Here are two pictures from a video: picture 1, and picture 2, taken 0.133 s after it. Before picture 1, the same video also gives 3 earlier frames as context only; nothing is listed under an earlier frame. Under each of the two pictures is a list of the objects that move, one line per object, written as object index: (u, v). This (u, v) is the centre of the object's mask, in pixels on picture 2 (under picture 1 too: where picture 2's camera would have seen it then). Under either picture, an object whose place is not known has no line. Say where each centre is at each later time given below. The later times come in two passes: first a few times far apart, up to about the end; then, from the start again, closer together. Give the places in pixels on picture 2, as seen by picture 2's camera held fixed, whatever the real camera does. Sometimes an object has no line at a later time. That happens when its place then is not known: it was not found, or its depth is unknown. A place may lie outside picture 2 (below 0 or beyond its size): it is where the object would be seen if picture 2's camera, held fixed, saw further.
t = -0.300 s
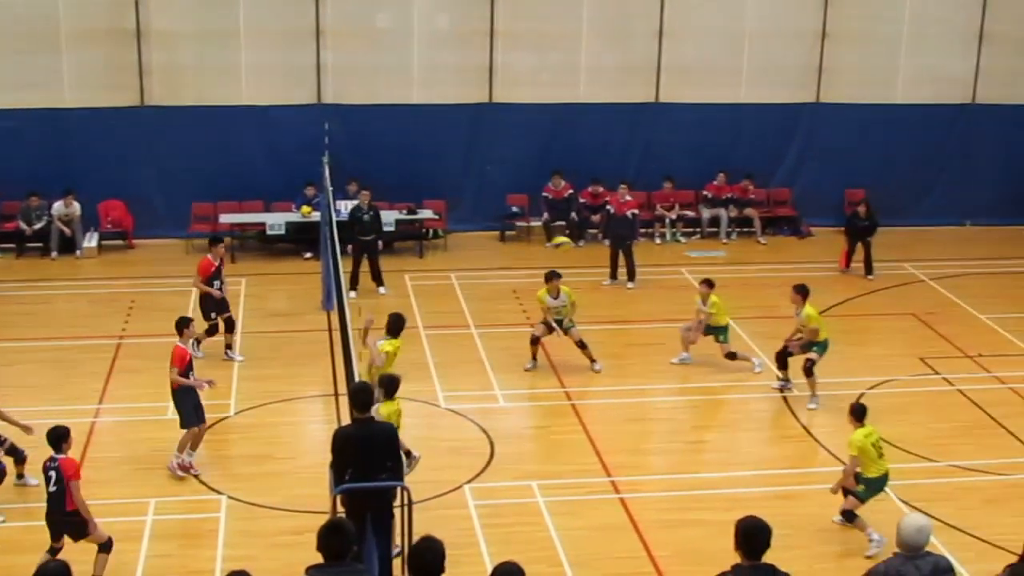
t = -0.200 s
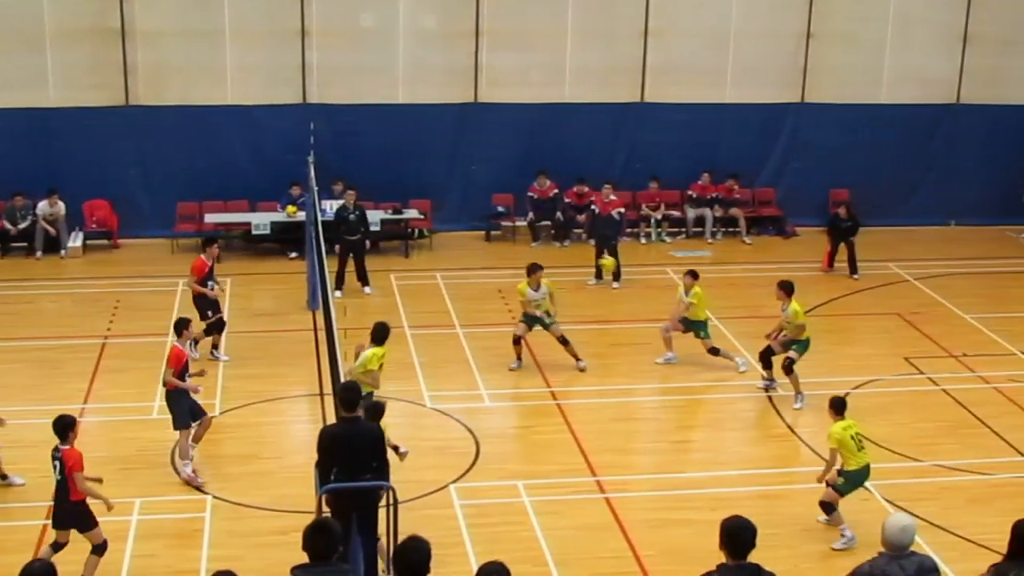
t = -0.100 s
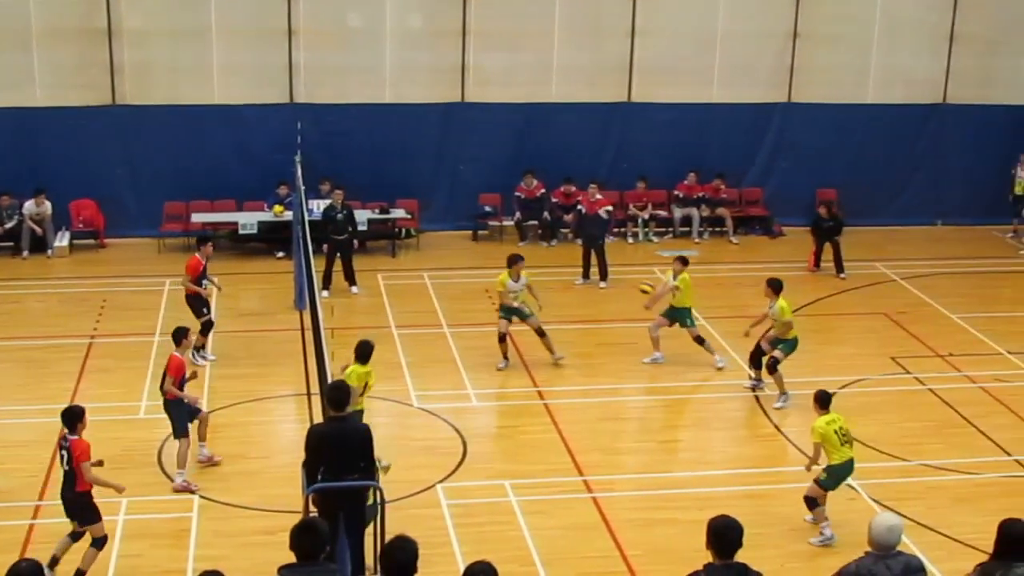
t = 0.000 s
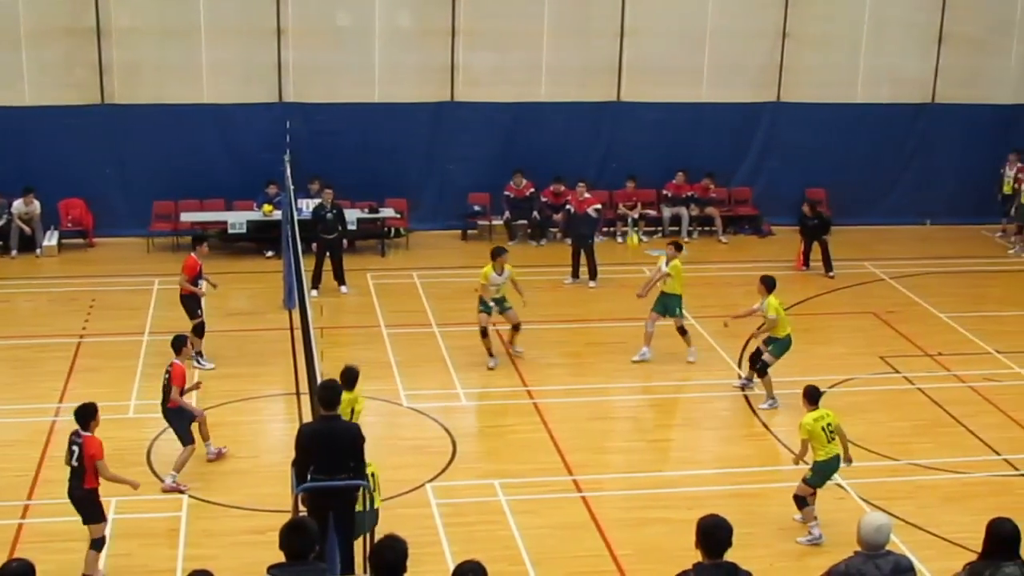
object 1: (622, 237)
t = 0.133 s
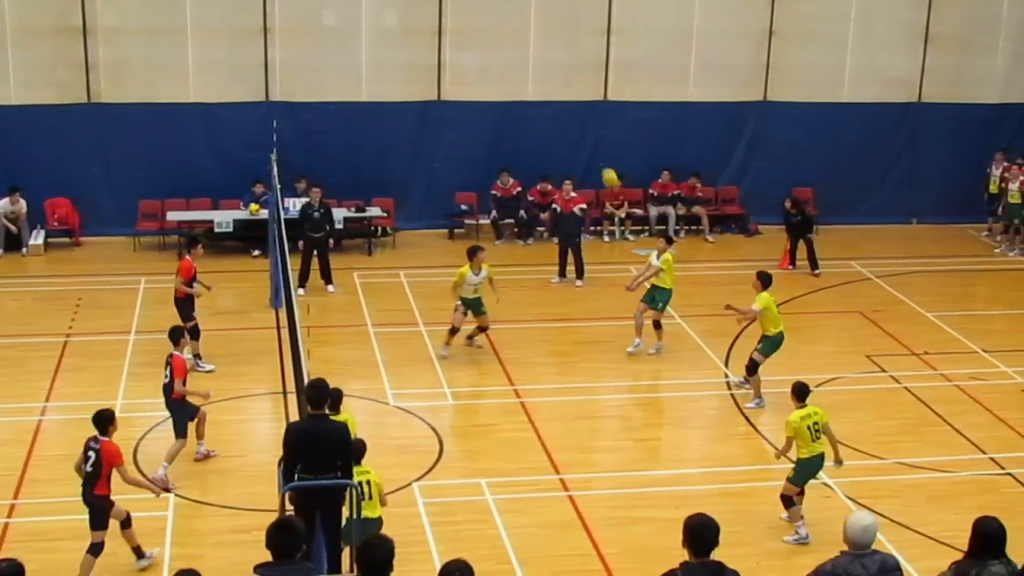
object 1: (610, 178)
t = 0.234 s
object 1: (599, 139)
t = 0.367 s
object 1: (587, 96)
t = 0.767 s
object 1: (550, 47)
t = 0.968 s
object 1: (532, 67)
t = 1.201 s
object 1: (508, 130)
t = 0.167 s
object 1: (606, 164)
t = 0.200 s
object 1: (603, 151)
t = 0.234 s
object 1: (599, 139)
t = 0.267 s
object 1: (596, 126)
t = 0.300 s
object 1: (593, 115)
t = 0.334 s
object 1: (590, 105)
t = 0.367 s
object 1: (587, 96)
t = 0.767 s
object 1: (550, 47)
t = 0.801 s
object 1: (546, 48)
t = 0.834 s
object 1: (543, 51)
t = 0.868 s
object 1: (541, 53)
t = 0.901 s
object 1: (538, 57)
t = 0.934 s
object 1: (534, 62)
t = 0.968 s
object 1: (532, 67)
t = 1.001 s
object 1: (528, 74)
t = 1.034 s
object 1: (525, 82)
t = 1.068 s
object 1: (521, 90)
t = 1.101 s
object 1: (518, 98)
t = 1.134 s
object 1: (515, 109)
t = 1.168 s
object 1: (512, 119)
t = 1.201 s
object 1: (508, 130)
